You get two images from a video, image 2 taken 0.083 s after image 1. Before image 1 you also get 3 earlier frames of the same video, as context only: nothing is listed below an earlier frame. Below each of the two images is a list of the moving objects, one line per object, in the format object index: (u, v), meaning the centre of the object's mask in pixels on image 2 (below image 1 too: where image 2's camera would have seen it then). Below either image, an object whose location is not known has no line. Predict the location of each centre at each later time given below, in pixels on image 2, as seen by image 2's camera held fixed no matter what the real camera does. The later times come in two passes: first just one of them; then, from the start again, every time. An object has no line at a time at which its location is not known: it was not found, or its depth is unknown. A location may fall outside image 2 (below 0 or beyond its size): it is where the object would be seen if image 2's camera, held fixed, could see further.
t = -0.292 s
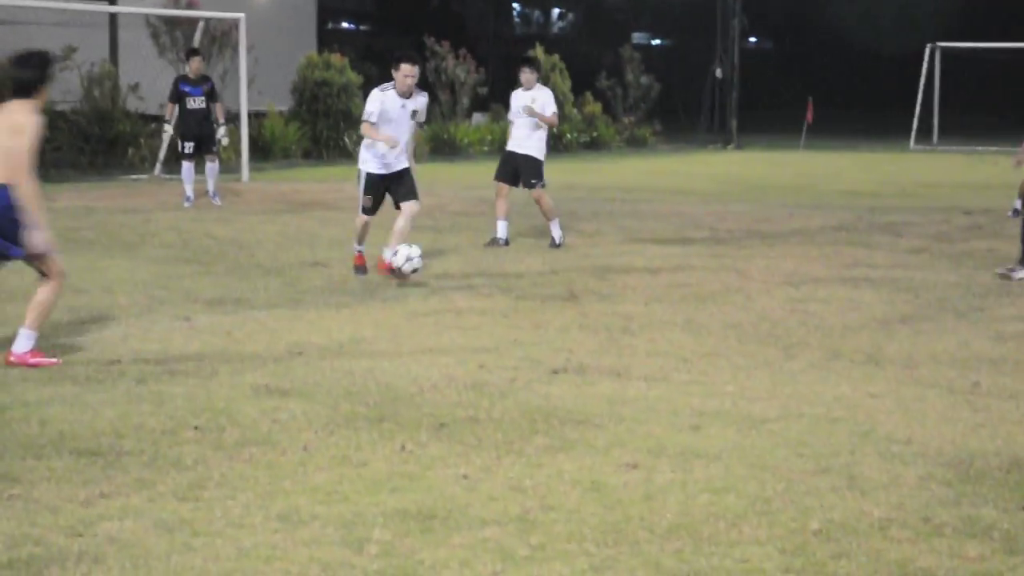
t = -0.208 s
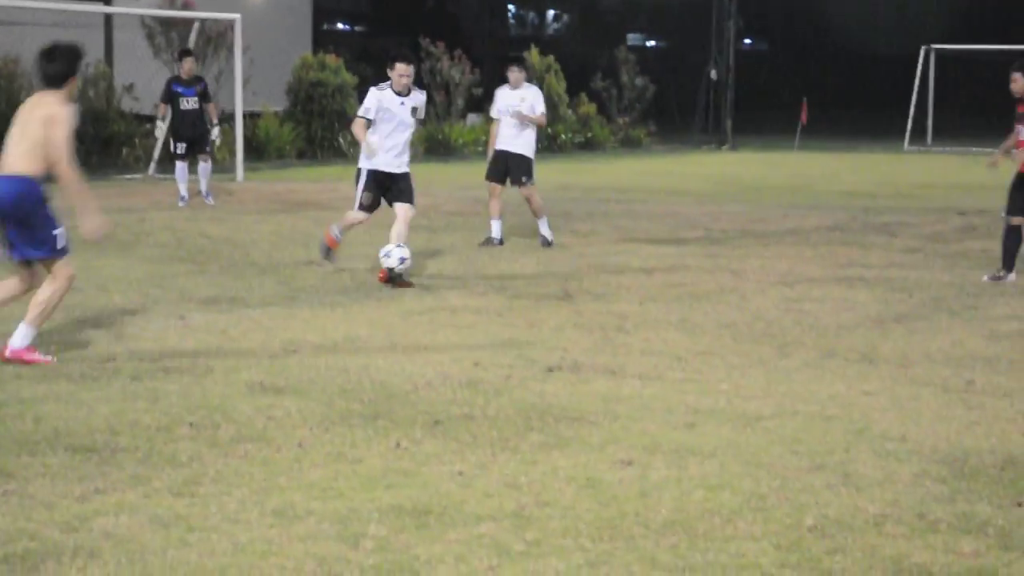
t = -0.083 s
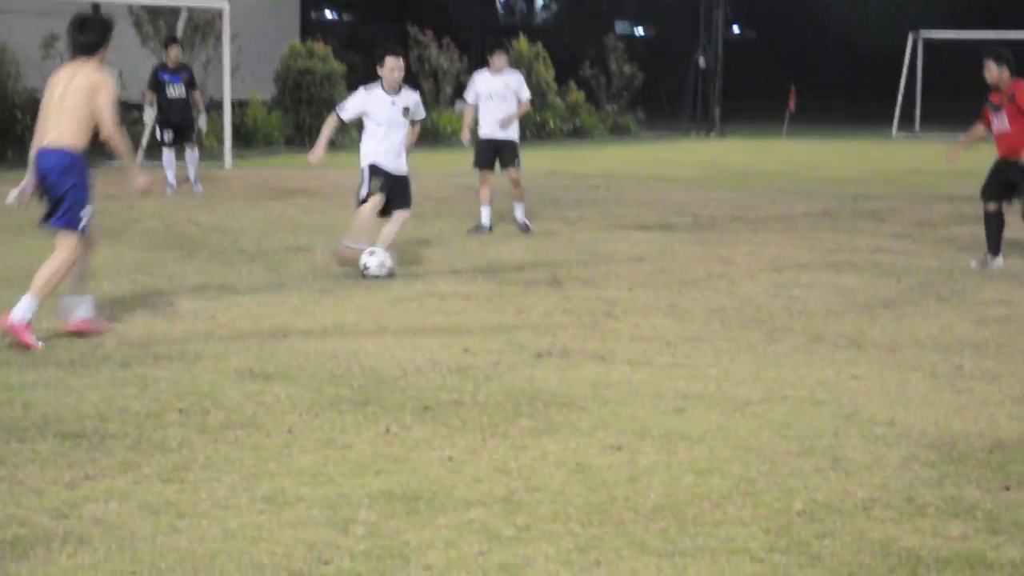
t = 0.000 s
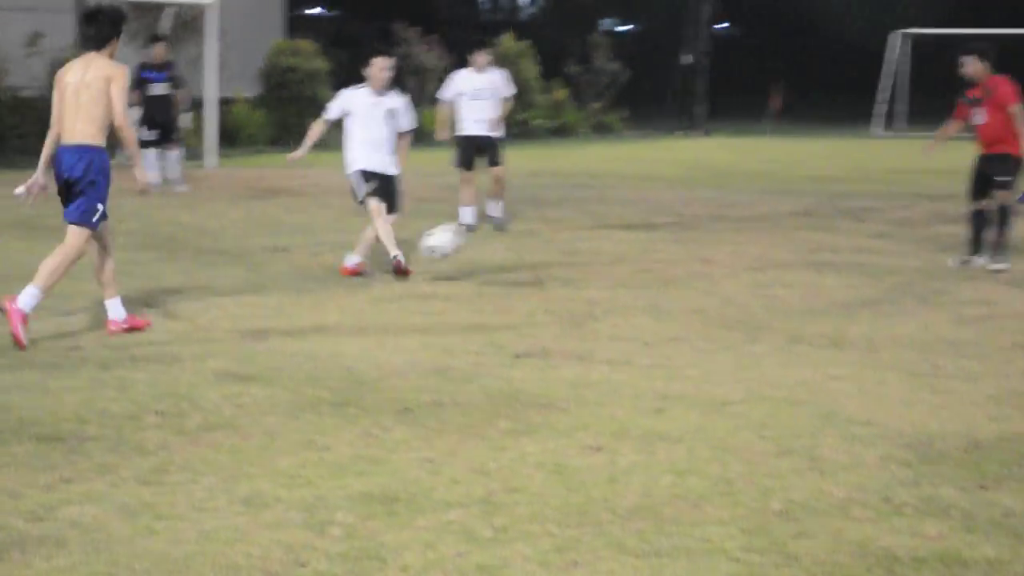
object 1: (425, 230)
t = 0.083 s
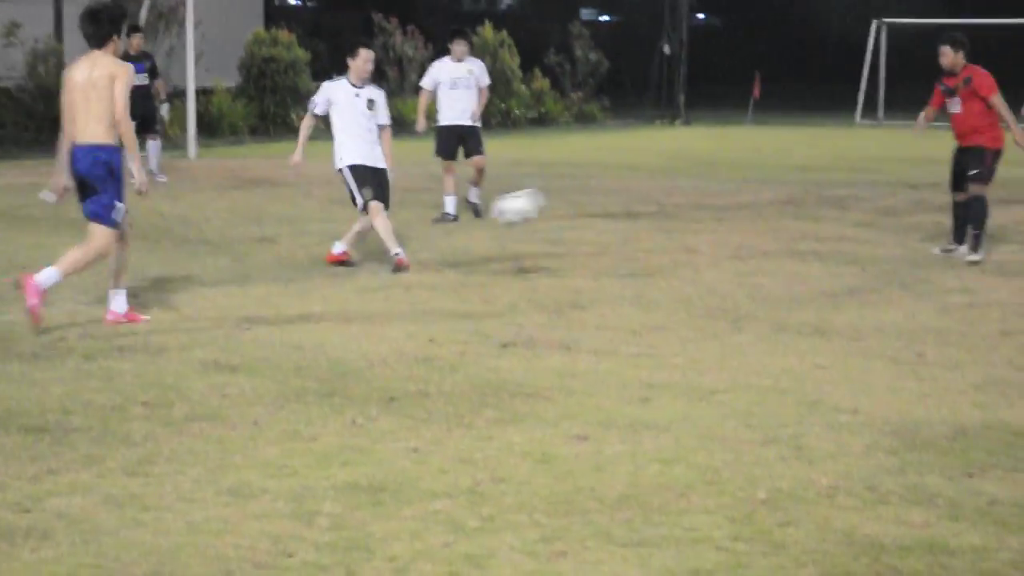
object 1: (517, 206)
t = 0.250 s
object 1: (711, 191)
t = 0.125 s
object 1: (565, 198)
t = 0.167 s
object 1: (613, 194)
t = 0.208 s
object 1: (661, 190)
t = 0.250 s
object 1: (711, 191)
